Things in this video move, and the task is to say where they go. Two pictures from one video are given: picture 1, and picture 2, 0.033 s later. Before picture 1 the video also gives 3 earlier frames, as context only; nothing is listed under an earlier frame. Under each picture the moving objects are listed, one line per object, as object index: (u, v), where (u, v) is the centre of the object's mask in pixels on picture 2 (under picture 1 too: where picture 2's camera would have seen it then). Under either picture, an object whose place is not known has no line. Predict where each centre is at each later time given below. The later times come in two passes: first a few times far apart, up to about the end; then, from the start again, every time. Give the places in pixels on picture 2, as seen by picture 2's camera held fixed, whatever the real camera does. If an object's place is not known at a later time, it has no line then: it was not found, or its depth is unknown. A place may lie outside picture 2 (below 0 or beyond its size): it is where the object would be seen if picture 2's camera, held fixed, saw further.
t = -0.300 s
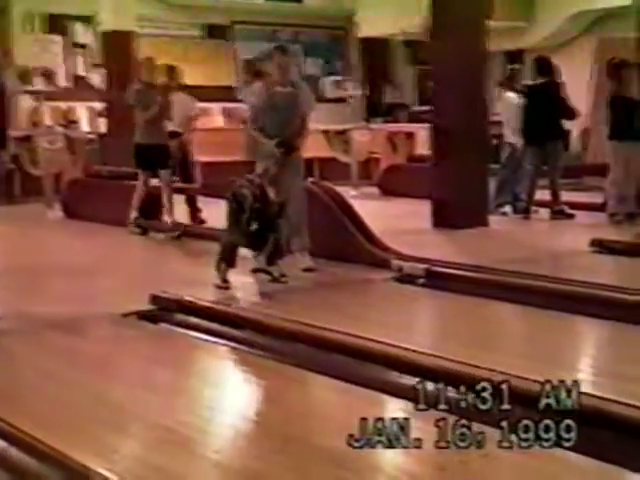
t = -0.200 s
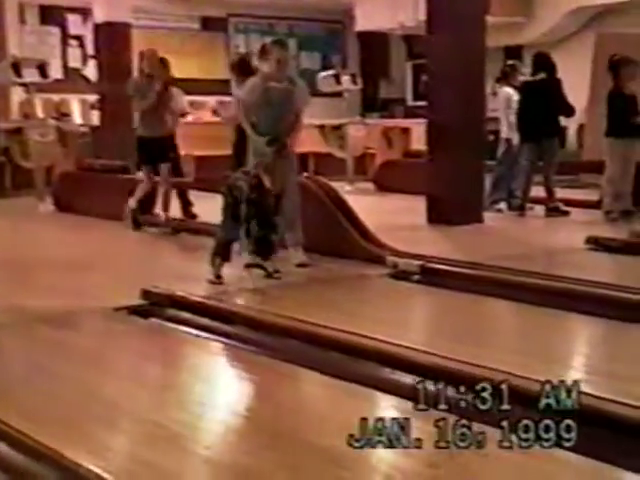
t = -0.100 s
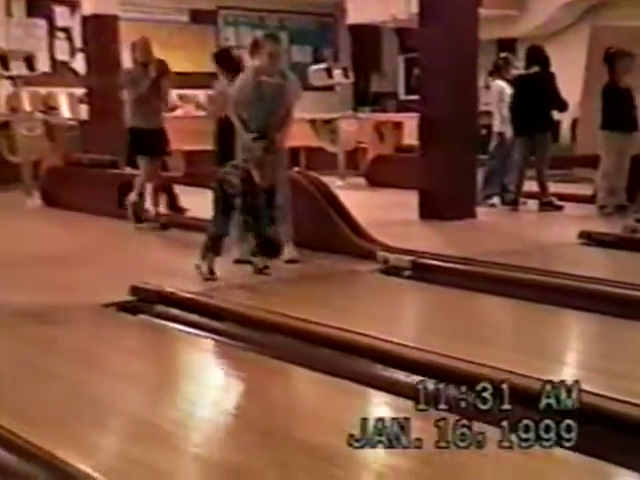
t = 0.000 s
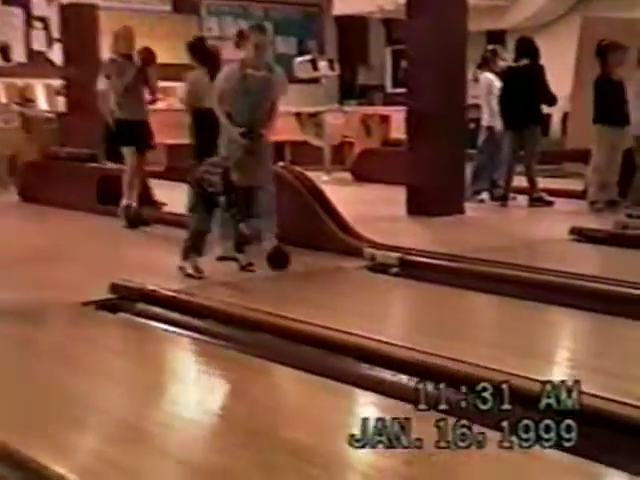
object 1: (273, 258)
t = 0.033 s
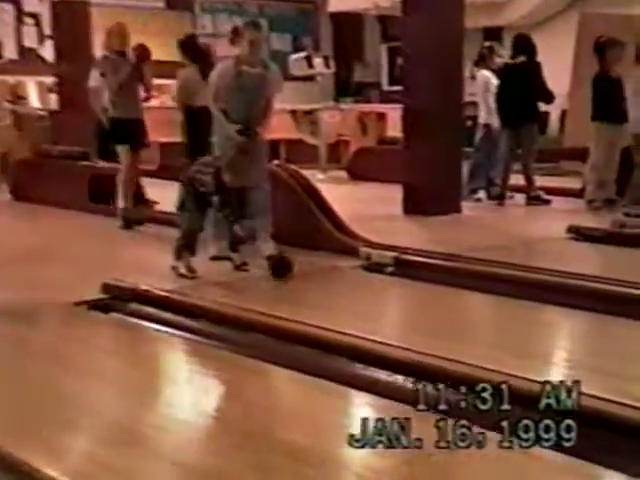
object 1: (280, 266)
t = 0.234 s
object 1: (333, 289)
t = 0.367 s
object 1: (366, 296)
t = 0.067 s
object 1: (290, 279)
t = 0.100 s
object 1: (297, 278)
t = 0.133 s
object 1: (306, 279)
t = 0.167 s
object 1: (316, 285)
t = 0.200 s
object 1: (323, 286)
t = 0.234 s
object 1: (333, 289)
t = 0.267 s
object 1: (340, 290)
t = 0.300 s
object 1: (349, 292)
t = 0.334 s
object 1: (359, 295)
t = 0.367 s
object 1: (366, 296)
